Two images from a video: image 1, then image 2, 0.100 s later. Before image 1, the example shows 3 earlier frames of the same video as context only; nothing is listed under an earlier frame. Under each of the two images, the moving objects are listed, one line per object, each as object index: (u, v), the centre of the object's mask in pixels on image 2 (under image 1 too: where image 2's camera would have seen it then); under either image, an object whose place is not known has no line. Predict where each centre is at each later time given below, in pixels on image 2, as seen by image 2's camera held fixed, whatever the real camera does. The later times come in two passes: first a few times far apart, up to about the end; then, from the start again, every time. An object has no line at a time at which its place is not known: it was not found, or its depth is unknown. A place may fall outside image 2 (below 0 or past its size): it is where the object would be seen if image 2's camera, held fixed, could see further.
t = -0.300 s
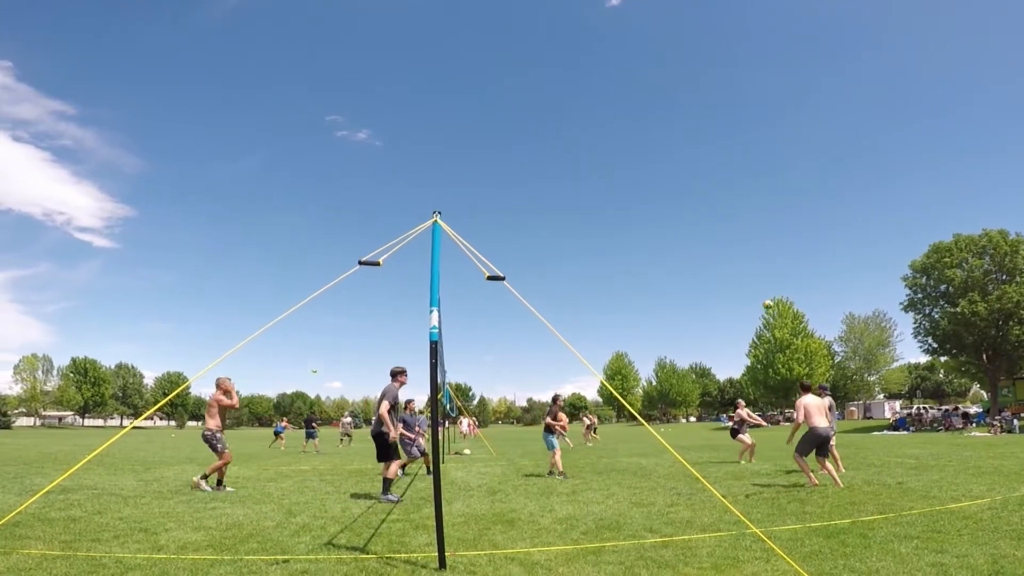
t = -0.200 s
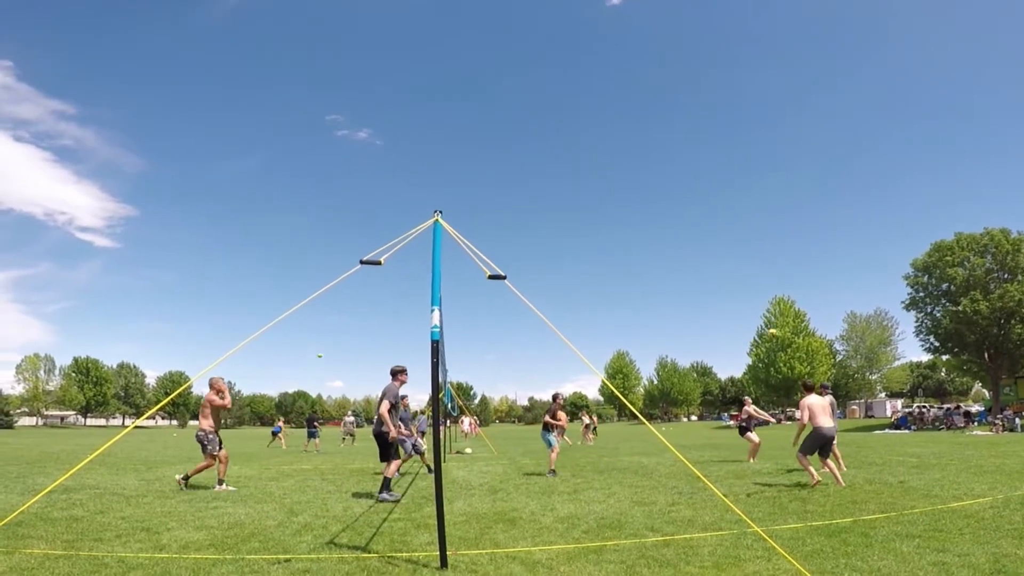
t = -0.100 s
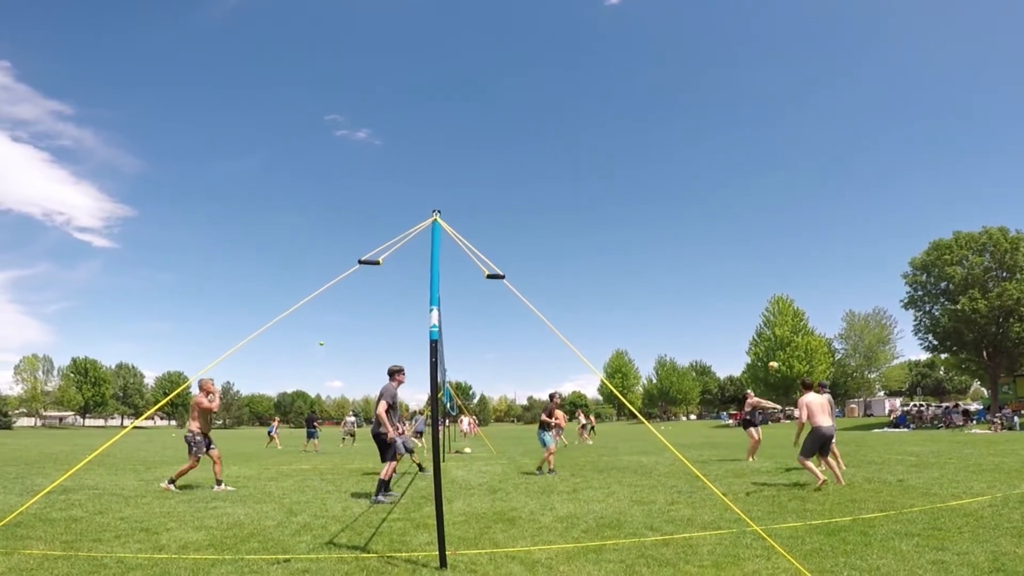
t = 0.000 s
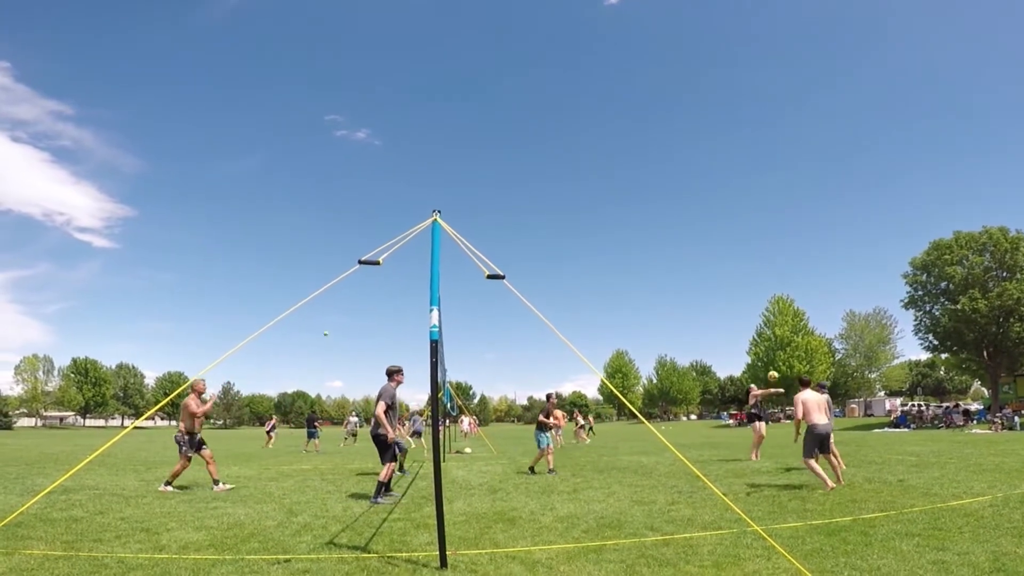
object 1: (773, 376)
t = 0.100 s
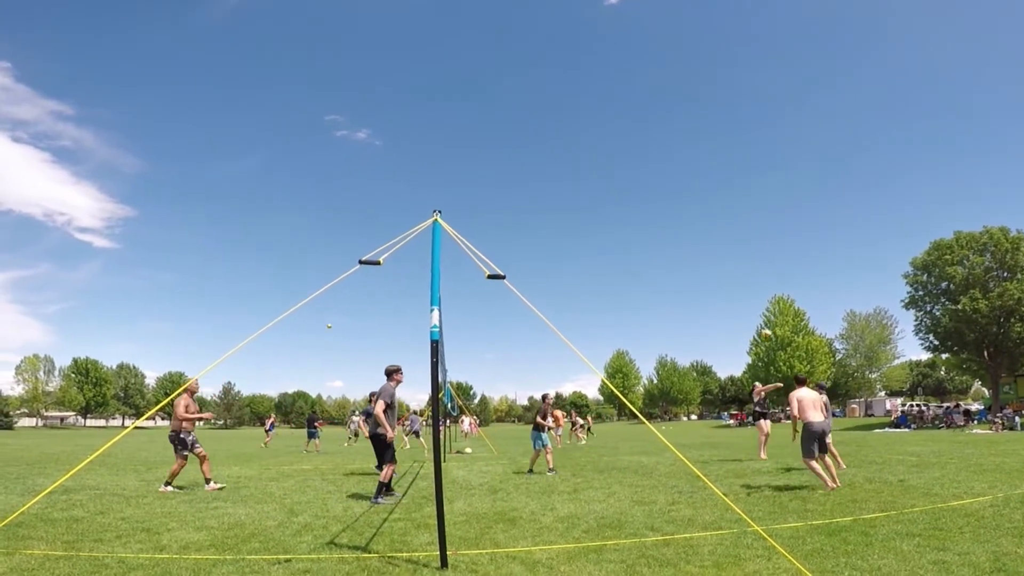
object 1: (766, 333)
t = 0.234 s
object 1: (756, 285)
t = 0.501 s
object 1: (735, 212)
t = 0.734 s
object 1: (718, 171)
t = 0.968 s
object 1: (703, 149)
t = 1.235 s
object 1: (687, 151)
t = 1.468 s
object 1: (673, 180)
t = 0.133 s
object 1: (763, 321)
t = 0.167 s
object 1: (761, 309)
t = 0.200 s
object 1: (758, 297)
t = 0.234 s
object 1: (756, 285)
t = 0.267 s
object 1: (753, 275)
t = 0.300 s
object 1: (751, 264)
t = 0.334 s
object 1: (748, 254)
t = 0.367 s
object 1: (745, 245)
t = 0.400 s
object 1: (743, 236)
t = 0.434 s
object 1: (740, 228)
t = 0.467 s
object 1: (738, 220)
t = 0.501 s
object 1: (735, 212)
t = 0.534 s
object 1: (733, 205)
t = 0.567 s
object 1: (730, 198)
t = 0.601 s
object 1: (727, 192)
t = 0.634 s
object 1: (725, 186)
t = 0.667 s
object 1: (722, 181)
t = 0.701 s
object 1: (720, 176)
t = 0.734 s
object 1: (718, 171)
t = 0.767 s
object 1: (716, 167)
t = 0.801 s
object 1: (714, 163)
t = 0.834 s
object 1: (711, 160)
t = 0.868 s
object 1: (709, 156)
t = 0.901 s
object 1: (707, 154)
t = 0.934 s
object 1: (705, 151)
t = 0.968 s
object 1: (703, 149)
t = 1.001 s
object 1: (700, 148)
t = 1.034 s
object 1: (699, 147)
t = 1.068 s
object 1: (697, 147)
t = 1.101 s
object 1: (695, 147)
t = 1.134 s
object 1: (693, 147)
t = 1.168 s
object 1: (691, 148)
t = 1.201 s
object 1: (689, 149)
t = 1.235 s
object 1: (687, 151)
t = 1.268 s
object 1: (685, 153)
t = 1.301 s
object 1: (683, 156)
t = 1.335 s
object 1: (681, 160)
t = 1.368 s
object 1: (679, 164)
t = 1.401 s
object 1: (677, 168)
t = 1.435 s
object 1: (676, 174)
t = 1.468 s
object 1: (673, 180)
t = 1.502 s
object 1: (672, 187)
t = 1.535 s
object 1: (670, 195)
